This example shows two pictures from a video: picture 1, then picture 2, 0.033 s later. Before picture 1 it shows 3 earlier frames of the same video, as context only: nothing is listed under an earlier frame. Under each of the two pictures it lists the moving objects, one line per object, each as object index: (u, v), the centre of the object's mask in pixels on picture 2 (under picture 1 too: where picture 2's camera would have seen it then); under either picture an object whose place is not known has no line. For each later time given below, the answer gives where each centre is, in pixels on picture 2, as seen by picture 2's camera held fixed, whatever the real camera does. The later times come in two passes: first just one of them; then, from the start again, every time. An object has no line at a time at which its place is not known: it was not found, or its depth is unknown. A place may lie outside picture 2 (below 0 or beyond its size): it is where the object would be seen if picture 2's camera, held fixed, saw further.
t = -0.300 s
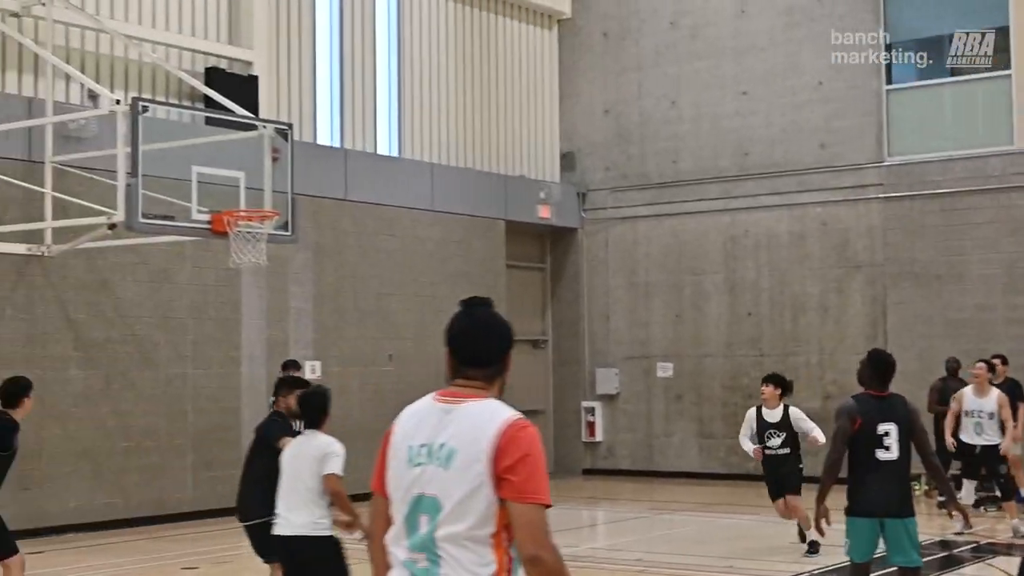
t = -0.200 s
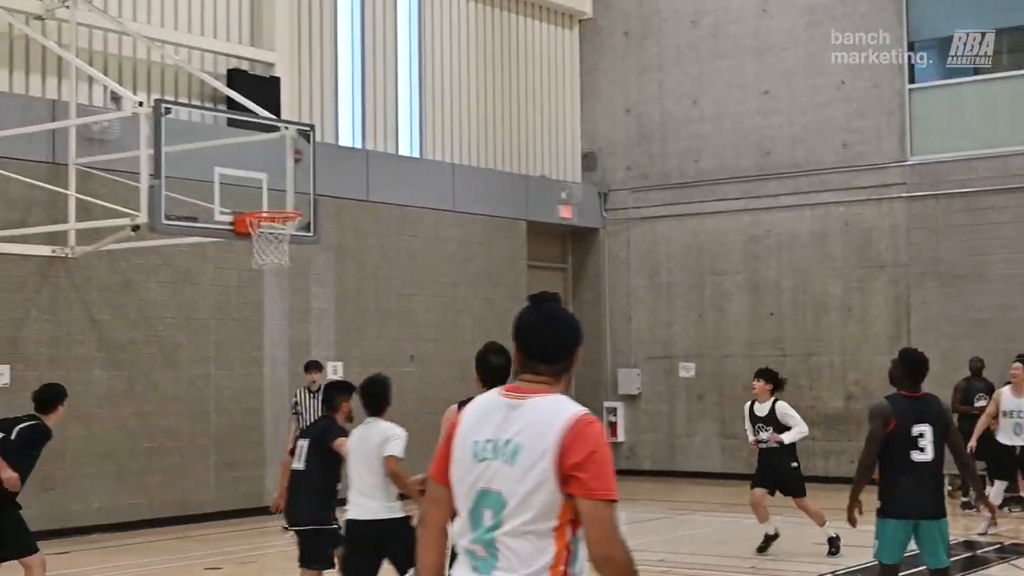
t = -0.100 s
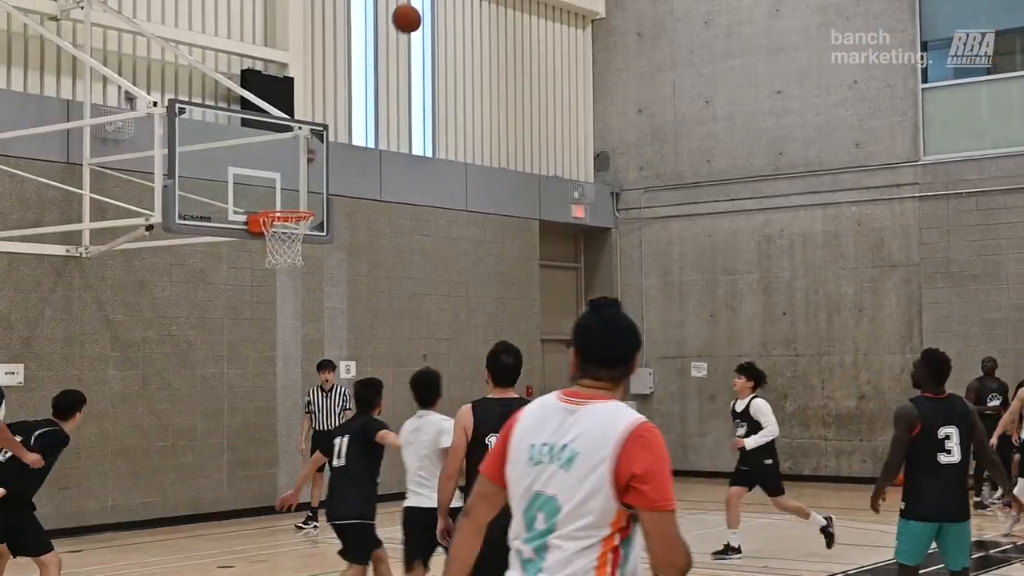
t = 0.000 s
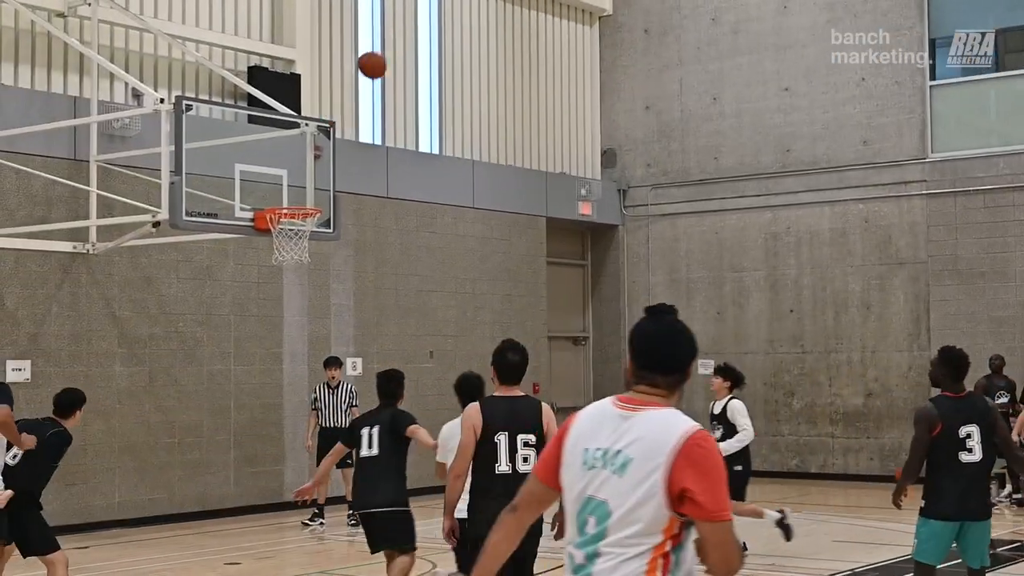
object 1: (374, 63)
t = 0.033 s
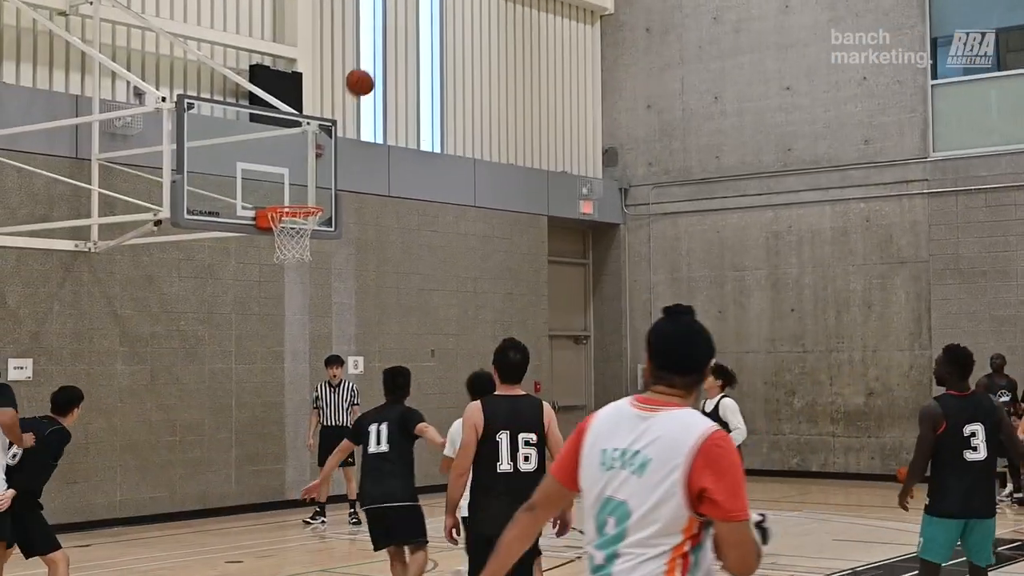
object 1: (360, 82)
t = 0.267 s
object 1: (276, 230)
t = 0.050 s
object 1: (352, 91)
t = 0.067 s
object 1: (347, 101)
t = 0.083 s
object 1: (341, 111)
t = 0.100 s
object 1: (334, 122)
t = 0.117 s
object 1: (328, 132)
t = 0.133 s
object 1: (322, 144)
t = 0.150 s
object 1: (316, 154)
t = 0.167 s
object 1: (310, 165)
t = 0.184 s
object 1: (304, 176)
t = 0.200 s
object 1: (298, 188)
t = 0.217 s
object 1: (292, 196)
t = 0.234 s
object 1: (286, 213)
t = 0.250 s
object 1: (280, 223)
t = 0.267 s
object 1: (276, 230)
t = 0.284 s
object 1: (276, 237)
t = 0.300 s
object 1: (277, 246)
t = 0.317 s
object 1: (276, 248)
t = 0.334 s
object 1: (277, 252)
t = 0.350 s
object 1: (277, 257)
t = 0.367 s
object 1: (277, 263)
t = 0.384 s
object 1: (277, 269)
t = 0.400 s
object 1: (278, 275)
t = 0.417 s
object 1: (278, 281)
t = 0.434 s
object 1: (278, 288)
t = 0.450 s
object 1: (278, 295)
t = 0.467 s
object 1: (279, 302)
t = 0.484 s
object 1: (279, 310)
